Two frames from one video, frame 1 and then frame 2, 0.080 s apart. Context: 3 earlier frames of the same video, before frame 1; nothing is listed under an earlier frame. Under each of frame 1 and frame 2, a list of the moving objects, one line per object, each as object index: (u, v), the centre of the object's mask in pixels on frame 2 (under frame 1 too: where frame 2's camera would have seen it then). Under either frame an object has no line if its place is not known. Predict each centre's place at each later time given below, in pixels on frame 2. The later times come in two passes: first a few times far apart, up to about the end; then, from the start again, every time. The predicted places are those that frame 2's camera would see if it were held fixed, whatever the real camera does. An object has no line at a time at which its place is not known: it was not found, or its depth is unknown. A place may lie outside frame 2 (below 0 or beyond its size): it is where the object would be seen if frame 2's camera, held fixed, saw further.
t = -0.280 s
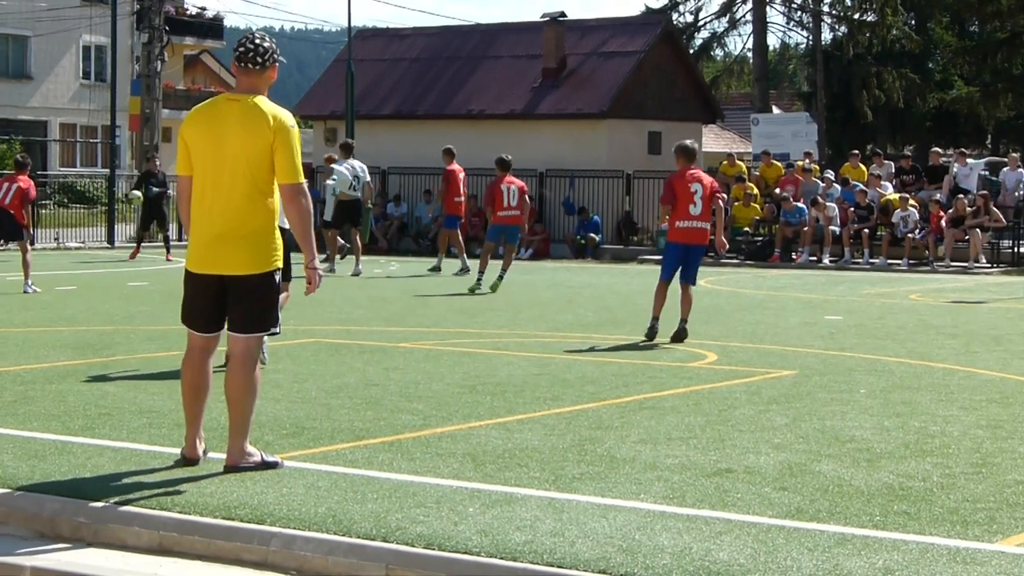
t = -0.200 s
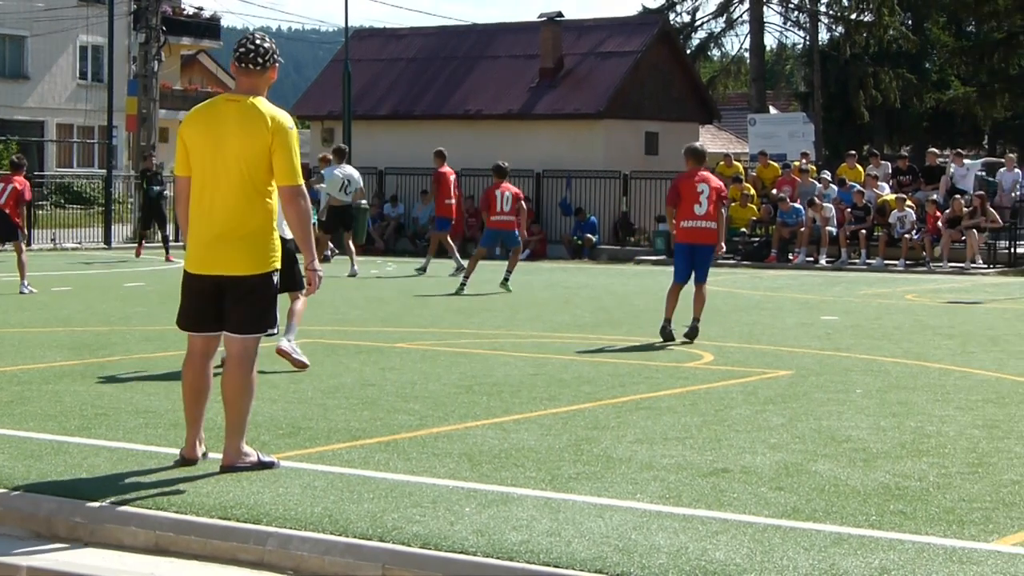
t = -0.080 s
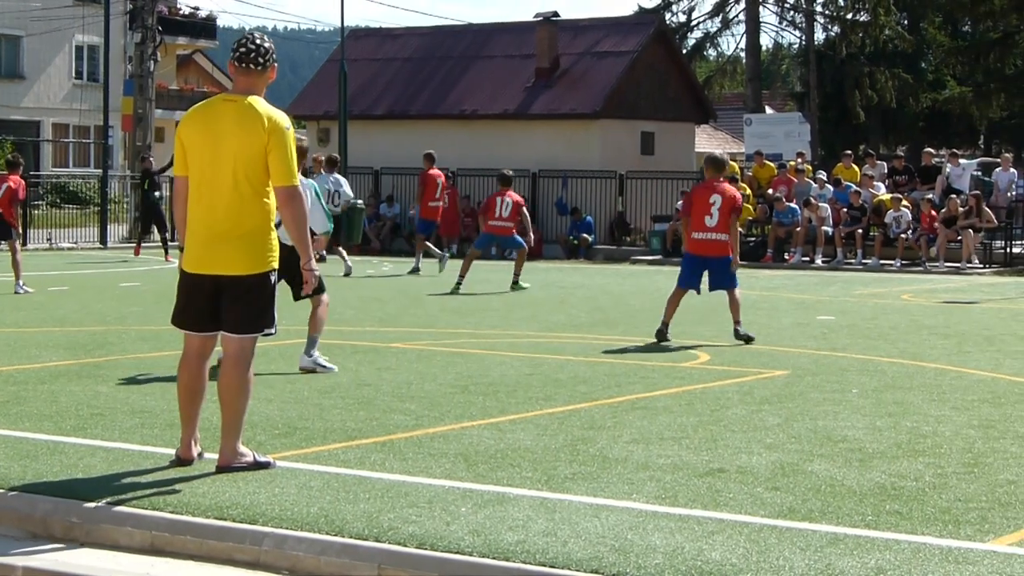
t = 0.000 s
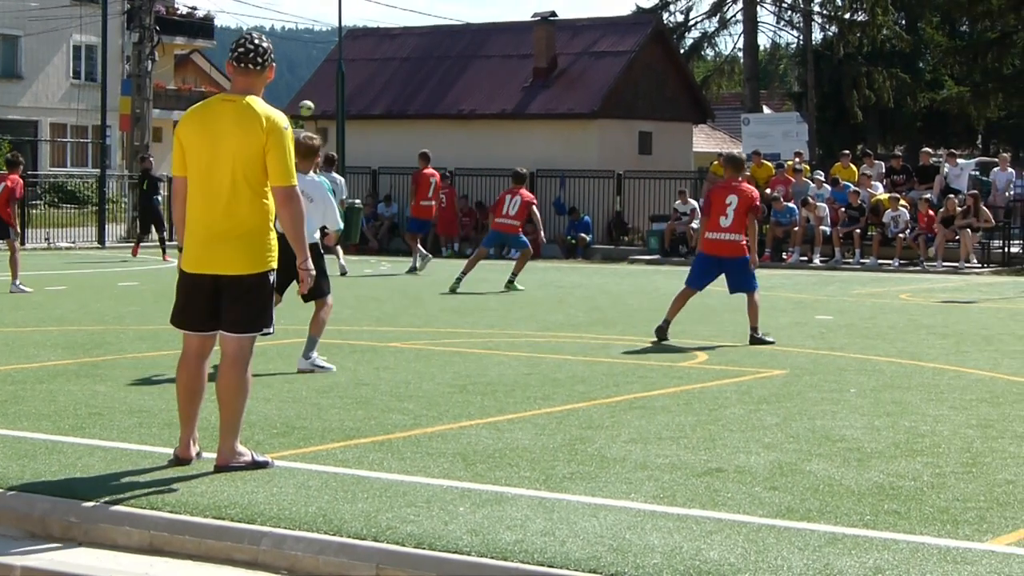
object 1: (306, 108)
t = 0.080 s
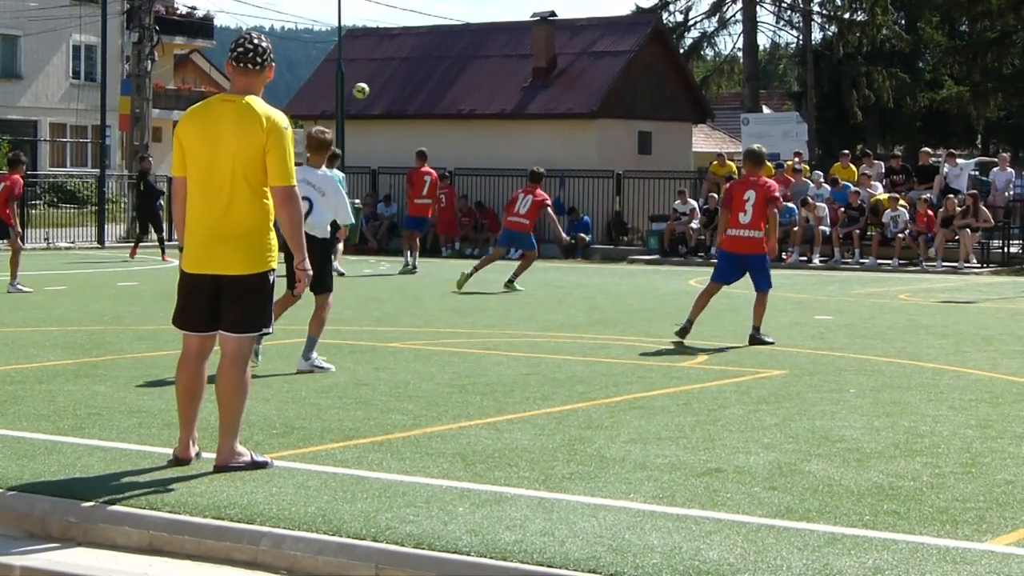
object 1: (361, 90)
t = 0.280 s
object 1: (502, 67)
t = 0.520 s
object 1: (678, 80)
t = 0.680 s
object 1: (800, 113)
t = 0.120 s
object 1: (388, 83)
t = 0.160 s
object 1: (416, 77)
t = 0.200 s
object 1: (445, 73)
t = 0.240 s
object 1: (474, 69)
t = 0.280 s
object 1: (502, 67)
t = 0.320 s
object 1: (531, 67)
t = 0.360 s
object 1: (560, 67)
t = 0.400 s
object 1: (589, 68)
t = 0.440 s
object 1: (619, 71)
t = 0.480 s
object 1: (649, 75)
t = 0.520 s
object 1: (678, 80)
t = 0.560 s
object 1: (708, 86)
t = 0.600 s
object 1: (738, 94)
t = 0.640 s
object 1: (768, 103)
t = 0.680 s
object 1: (800, 113)
